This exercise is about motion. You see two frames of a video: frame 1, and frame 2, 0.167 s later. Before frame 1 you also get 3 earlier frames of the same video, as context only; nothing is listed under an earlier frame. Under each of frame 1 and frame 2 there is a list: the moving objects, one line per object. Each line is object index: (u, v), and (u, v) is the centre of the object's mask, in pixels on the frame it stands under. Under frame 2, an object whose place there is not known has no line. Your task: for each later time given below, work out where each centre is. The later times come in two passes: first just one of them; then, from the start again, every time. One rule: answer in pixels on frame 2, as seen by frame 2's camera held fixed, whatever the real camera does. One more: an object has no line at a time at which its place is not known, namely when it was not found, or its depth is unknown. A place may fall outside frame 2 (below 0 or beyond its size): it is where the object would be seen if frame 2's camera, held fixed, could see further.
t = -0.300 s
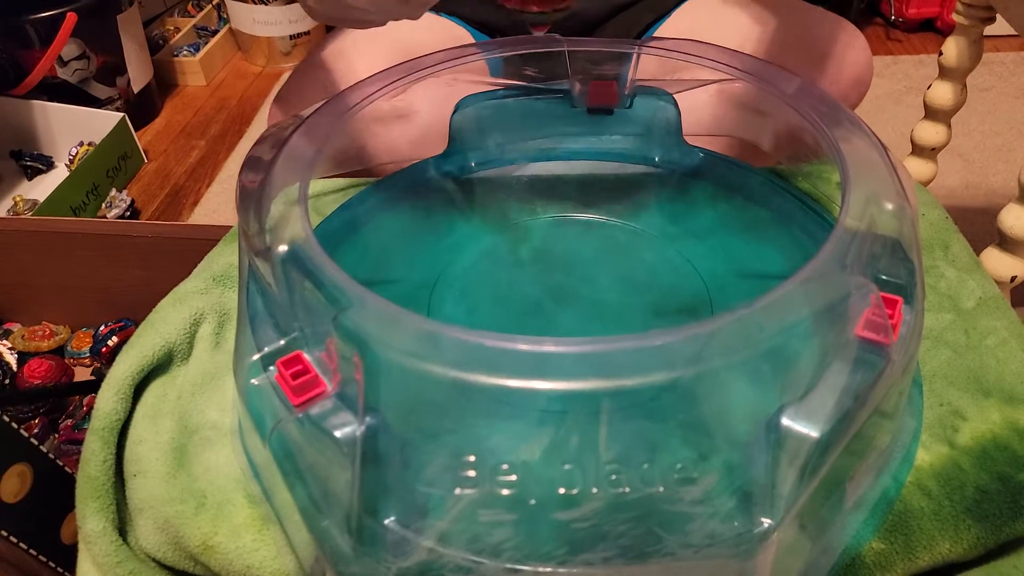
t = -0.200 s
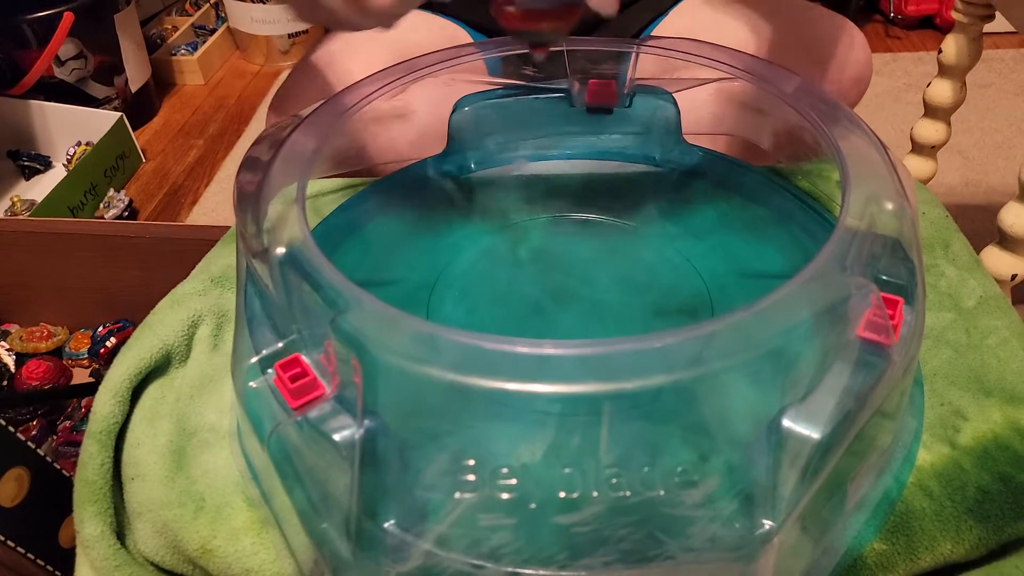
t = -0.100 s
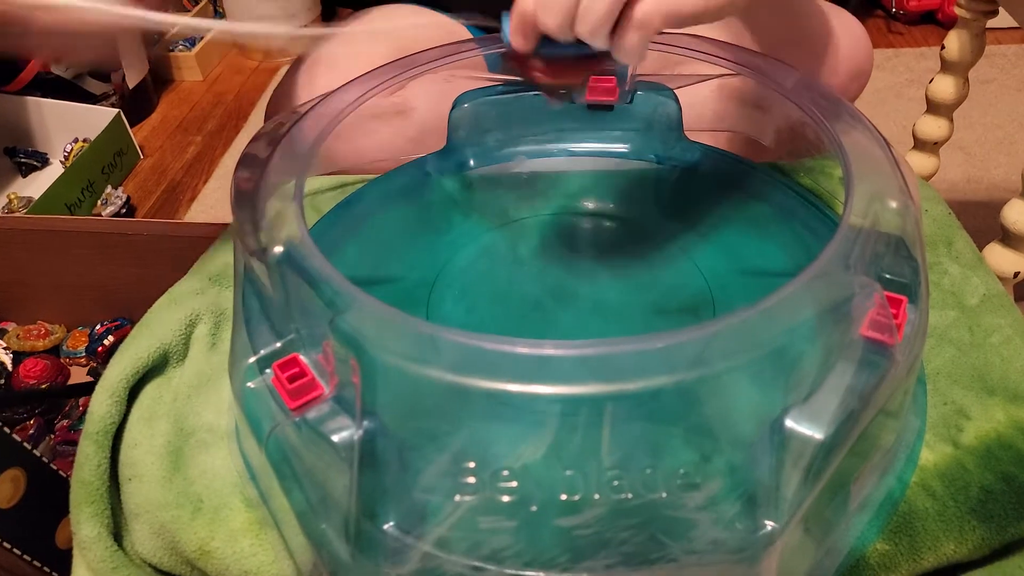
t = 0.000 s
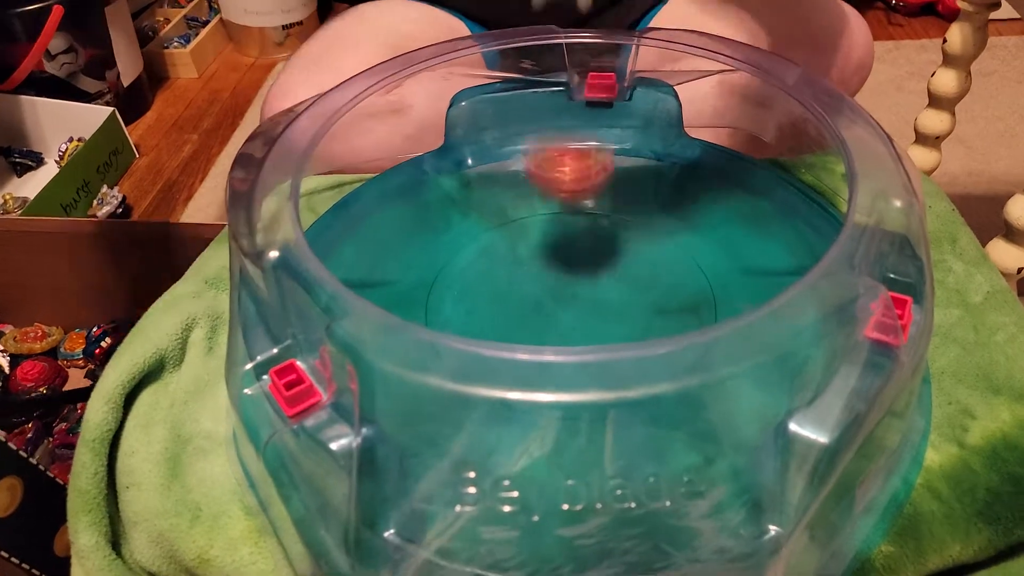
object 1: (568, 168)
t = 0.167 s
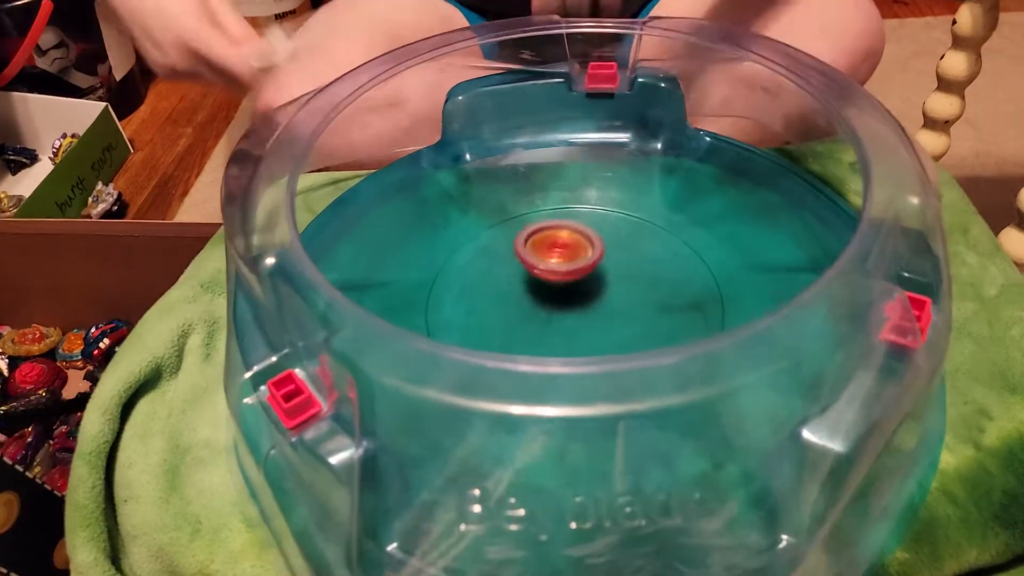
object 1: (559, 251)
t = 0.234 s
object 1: (540, 268)
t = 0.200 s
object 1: (551, 260)
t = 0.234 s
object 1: (540, 268)
